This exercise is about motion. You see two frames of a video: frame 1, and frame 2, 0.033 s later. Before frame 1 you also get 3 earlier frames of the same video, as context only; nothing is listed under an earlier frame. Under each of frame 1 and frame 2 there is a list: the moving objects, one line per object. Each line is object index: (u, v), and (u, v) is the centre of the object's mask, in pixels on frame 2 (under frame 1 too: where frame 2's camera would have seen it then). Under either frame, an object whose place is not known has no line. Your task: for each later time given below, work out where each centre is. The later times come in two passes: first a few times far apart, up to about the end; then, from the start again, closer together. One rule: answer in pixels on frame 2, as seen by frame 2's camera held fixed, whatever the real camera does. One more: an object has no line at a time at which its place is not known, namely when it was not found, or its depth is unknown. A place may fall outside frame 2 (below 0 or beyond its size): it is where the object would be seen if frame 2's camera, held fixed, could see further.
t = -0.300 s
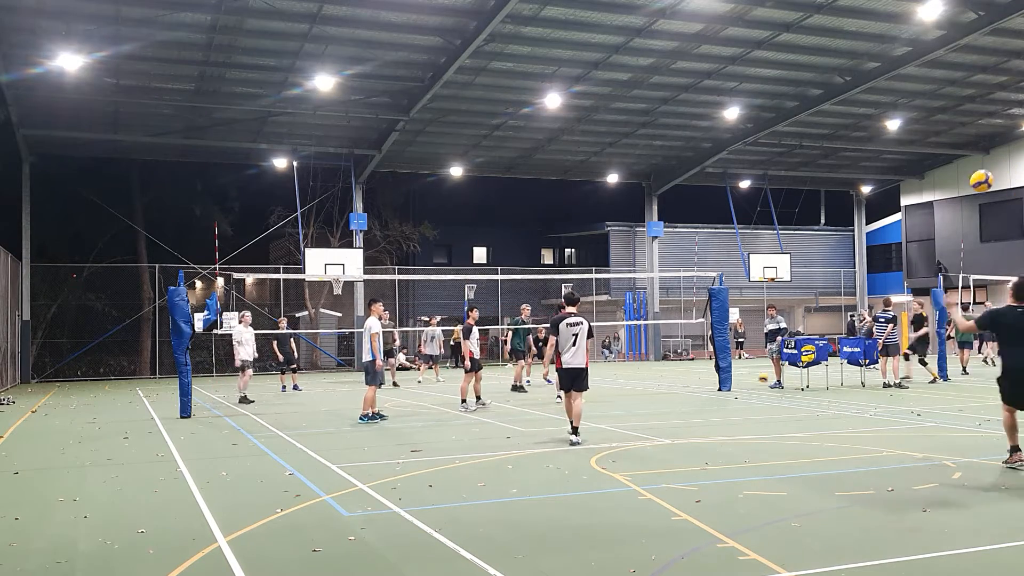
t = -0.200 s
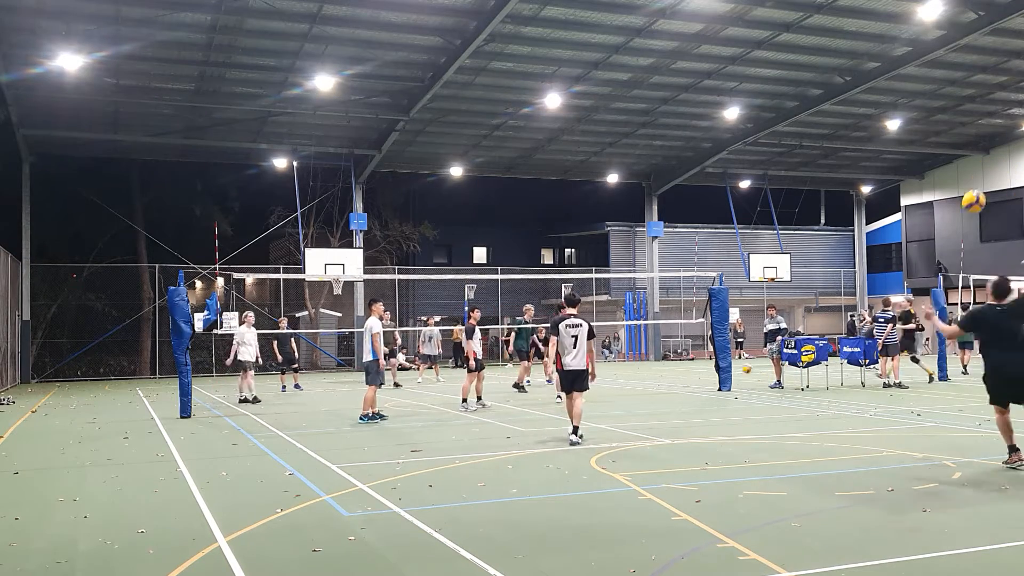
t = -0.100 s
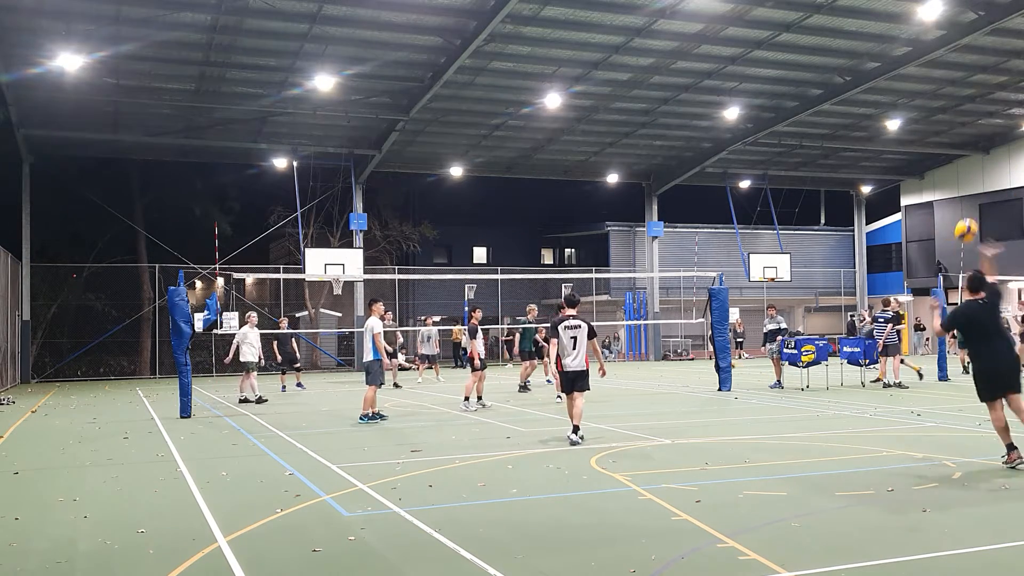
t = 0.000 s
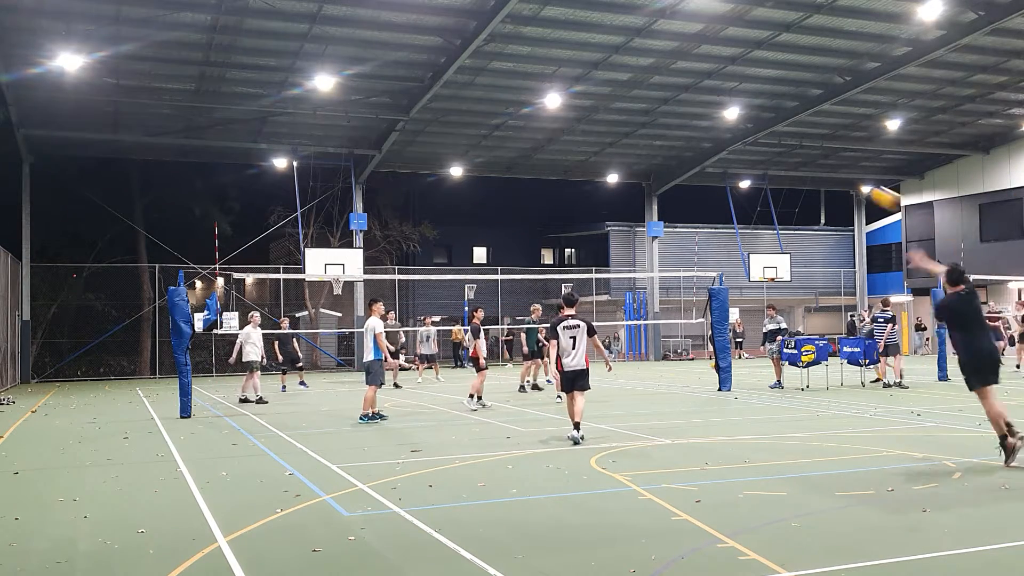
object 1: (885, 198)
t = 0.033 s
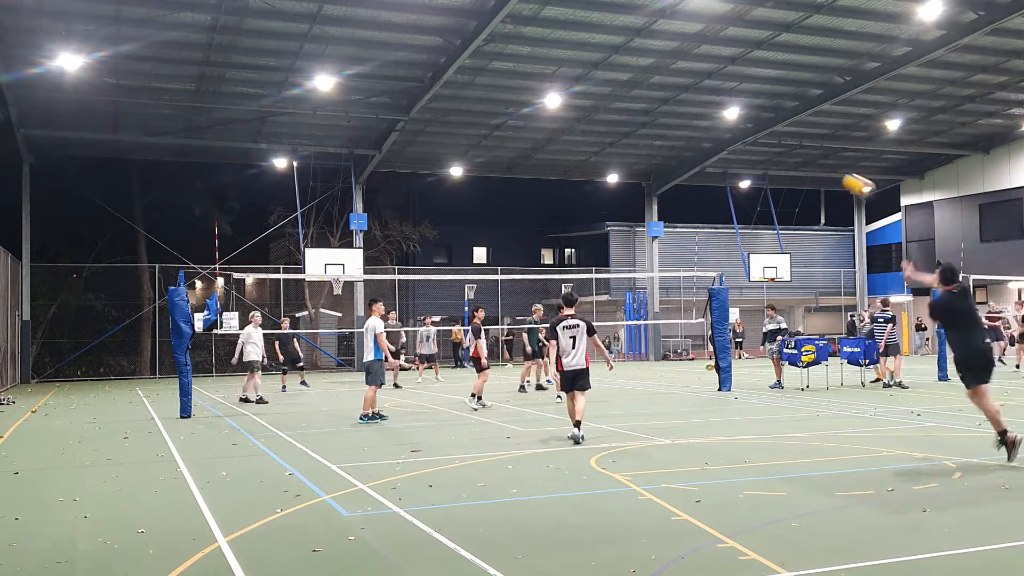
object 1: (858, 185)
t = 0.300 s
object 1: (693, 128)
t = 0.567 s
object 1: (595, 128)
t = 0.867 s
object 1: (524, 164)
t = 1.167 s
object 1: (471, 226)
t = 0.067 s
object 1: (831, 173)
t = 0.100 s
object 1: (807, 163)
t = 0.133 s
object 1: (785, 155)
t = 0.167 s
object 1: (764, 147)
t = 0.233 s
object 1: (726, 136)
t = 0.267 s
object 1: (709, 131)
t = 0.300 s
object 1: (693, 128)
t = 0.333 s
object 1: (679, 125)
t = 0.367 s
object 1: (665, 124)
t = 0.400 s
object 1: (651, 123)
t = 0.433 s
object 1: (639, 123)
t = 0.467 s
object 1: (628, 124)
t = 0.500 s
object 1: (616, 125)
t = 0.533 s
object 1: (605, 126)
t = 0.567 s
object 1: (595, 128)
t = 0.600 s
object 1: (586, 131)
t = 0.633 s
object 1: (577, 134)
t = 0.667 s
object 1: (568, 137)
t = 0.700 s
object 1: (560, 141)
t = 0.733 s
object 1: (552, 145)
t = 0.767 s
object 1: (545, 149)
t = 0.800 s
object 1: (537, 154)
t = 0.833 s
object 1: (530, 159)
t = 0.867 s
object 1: (524, 164)
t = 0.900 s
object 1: (517, 170)
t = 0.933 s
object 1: (510, 176)
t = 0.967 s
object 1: (504, 182)
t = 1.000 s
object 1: (498, 189)
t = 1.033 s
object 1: (492, 196)
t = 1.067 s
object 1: (486, 203)
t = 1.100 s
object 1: (481, 210)
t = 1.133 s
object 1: (475, 218)
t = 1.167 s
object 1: (471, 226)
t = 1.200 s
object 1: (466, 234)
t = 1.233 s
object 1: (461, 242)
